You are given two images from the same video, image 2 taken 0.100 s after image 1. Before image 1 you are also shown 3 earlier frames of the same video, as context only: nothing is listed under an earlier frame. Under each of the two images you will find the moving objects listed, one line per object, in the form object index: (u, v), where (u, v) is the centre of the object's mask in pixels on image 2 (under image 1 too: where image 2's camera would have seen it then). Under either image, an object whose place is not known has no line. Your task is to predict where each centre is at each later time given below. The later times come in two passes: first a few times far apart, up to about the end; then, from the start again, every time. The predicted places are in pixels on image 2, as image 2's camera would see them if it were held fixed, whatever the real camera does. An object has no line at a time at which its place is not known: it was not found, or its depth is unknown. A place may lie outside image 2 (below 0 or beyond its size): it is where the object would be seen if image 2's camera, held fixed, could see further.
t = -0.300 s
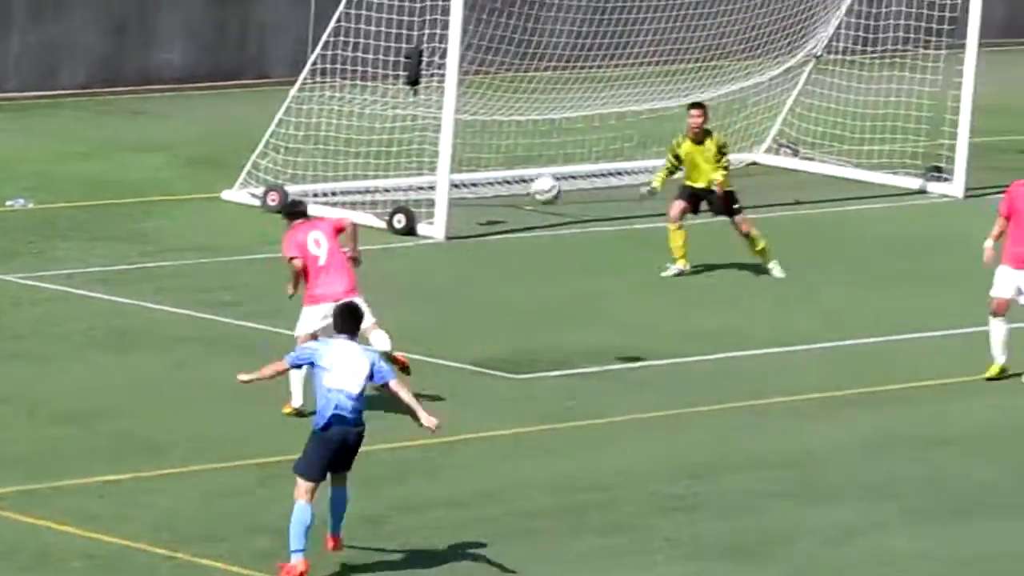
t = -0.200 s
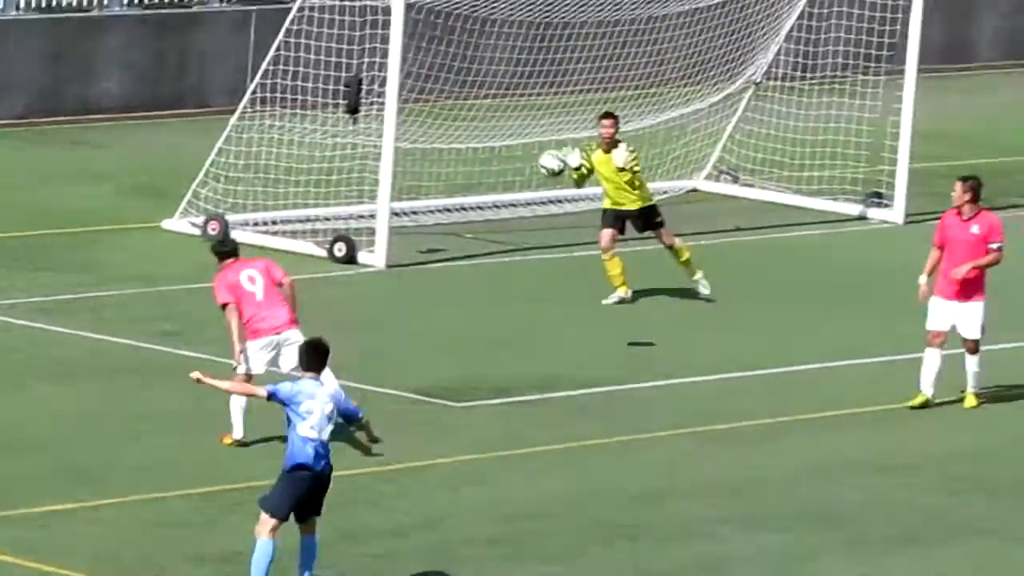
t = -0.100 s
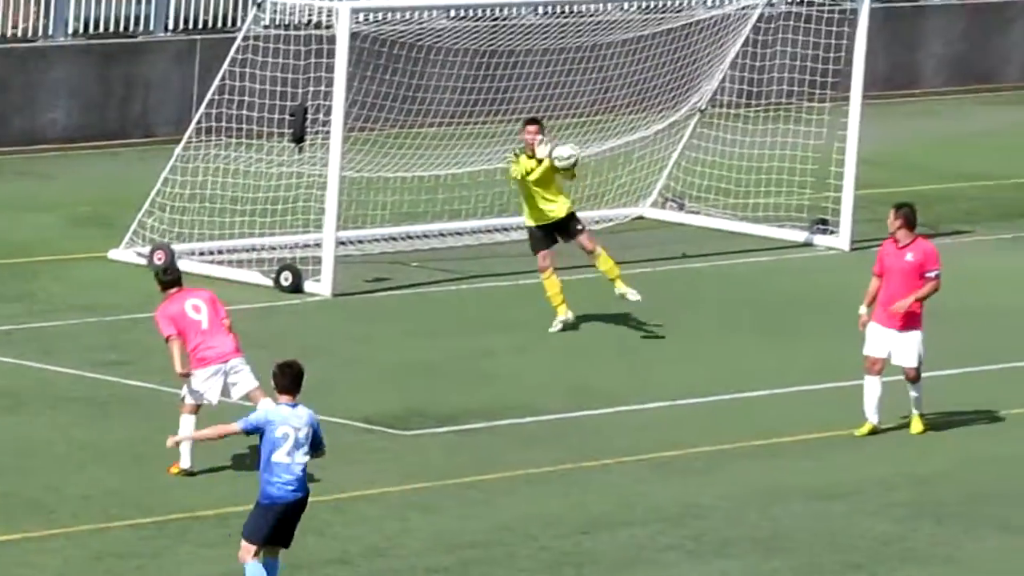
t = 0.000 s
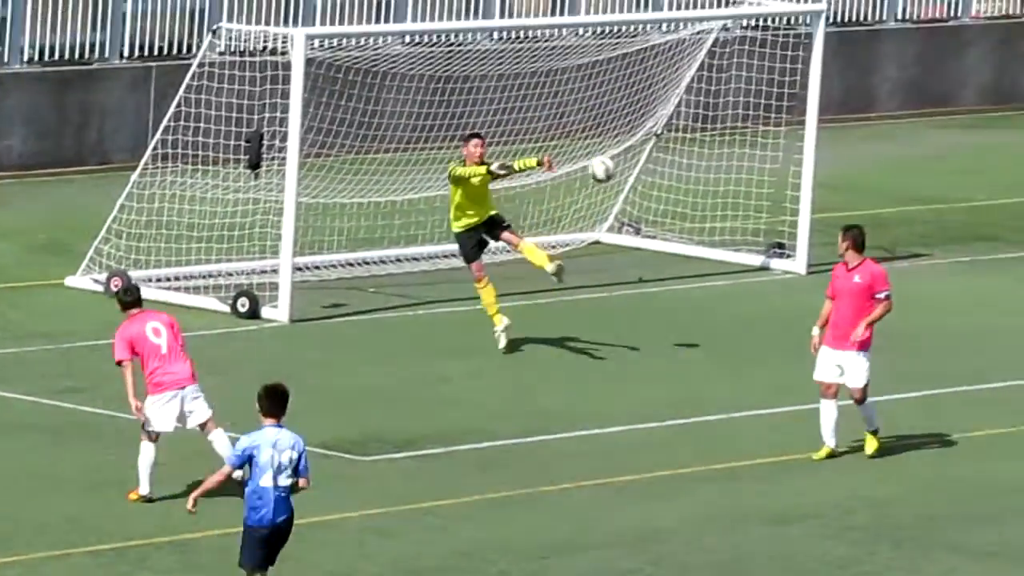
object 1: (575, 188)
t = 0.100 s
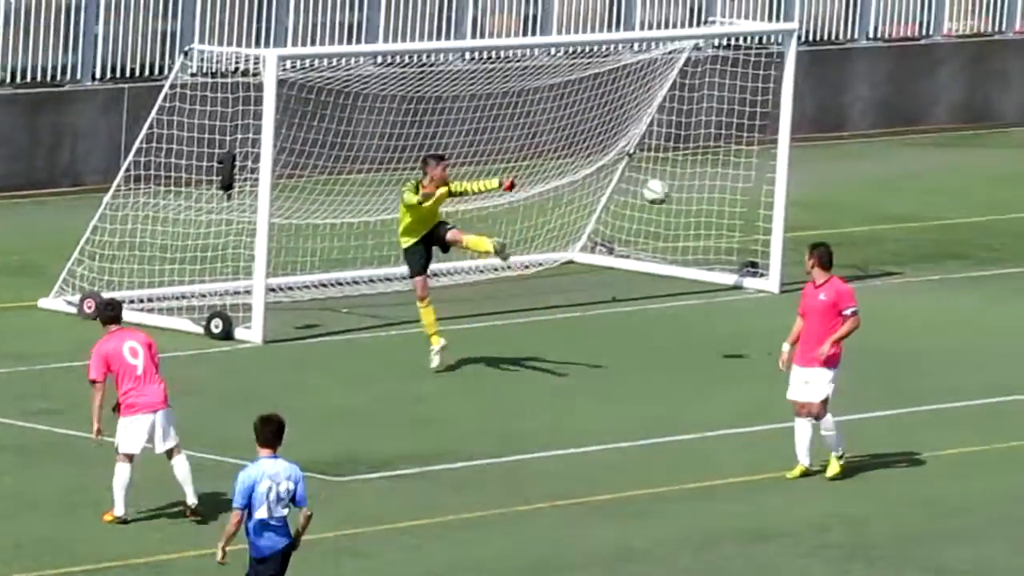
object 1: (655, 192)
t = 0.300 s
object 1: (797, 233)
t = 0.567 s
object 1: (942, 291)
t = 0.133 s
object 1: (682, 196)
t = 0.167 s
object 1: (707, 201)
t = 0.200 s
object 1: (730, 207)
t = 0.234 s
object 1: (753, 214)
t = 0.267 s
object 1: (775, 223)
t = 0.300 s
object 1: (797, 233)
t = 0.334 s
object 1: (820, 241)
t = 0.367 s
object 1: (838, 256)
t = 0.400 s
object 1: (857, 270)
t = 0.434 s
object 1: (876, 284)
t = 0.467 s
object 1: (894, 300)
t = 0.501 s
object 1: (911, 317)
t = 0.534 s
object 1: (927, 309)
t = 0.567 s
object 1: (942, 291)
